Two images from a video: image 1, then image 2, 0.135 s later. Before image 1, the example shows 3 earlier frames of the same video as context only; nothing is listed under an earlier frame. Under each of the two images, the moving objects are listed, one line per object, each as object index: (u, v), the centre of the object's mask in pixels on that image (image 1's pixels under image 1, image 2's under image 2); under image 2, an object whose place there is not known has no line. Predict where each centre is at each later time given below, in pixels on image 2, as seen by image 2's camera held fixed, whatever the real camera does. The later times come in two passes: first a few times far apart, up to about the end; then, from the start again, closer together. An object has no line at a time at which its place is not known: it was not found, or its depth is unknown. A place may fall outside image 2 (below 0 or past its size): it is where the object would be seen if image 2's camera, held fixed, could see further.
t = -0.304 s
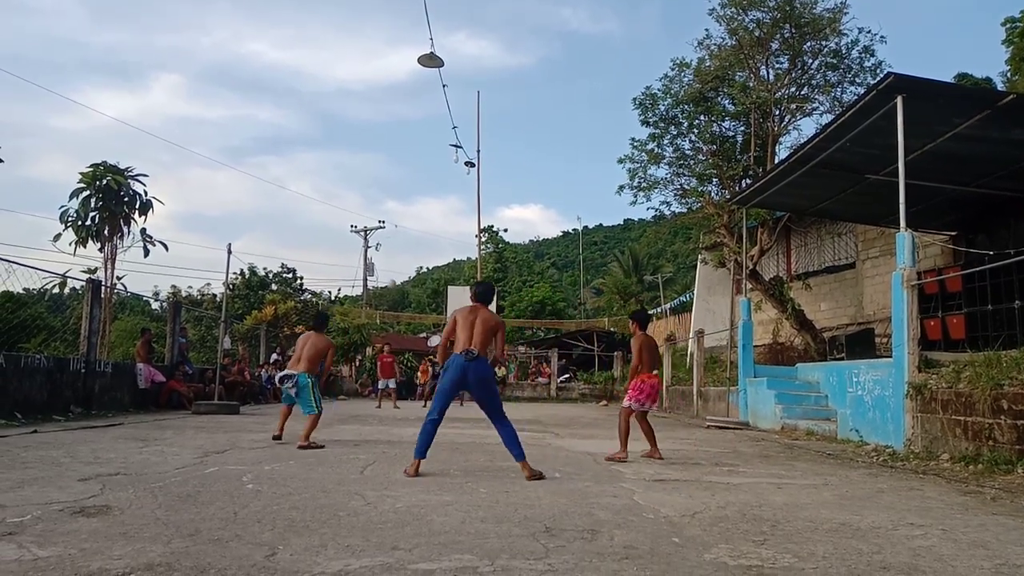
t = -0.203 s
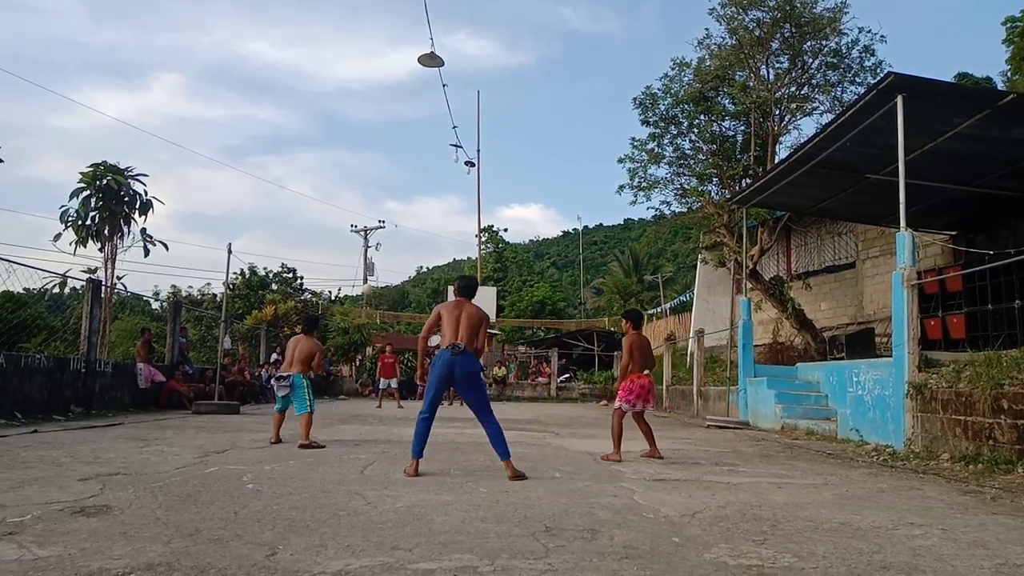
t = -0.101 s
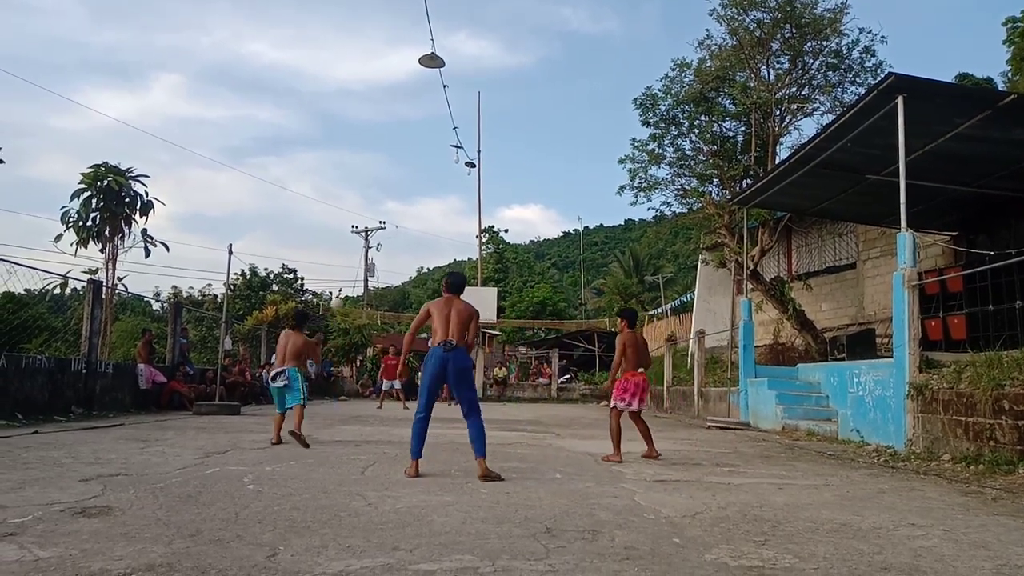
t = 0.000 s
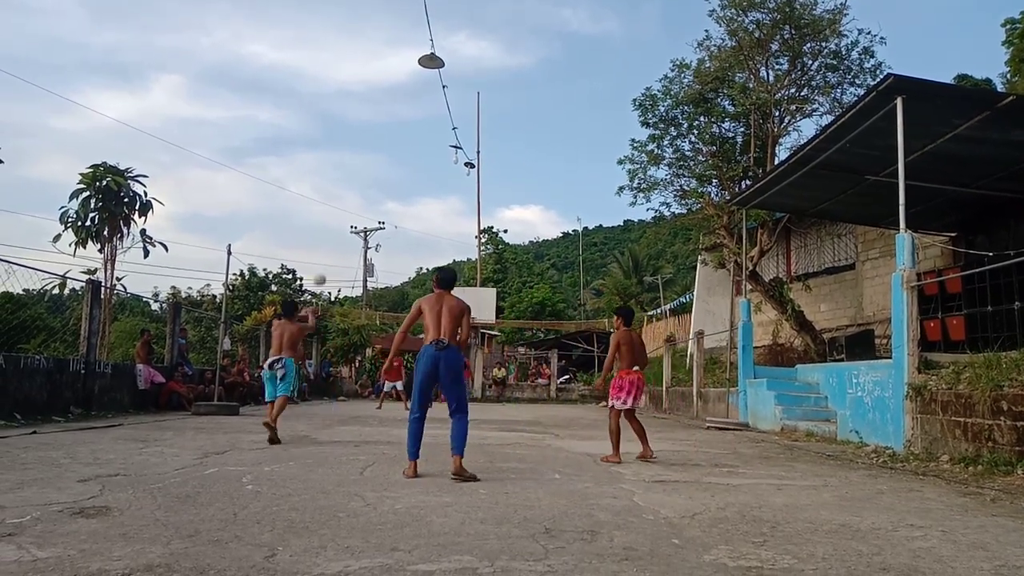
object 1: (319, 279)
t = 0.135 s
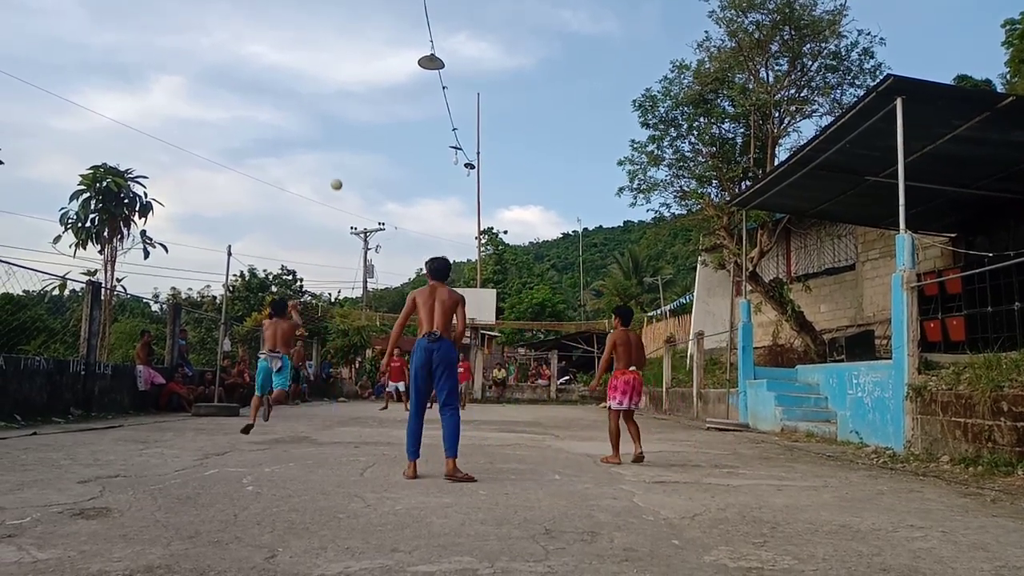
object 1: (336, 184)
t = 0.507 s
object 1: (365, 48)
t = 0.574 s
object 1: (368, 37)
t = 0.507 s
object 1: (365, 48)
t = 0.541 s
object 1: (366, 42)
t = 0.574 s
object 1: (368, 37)
